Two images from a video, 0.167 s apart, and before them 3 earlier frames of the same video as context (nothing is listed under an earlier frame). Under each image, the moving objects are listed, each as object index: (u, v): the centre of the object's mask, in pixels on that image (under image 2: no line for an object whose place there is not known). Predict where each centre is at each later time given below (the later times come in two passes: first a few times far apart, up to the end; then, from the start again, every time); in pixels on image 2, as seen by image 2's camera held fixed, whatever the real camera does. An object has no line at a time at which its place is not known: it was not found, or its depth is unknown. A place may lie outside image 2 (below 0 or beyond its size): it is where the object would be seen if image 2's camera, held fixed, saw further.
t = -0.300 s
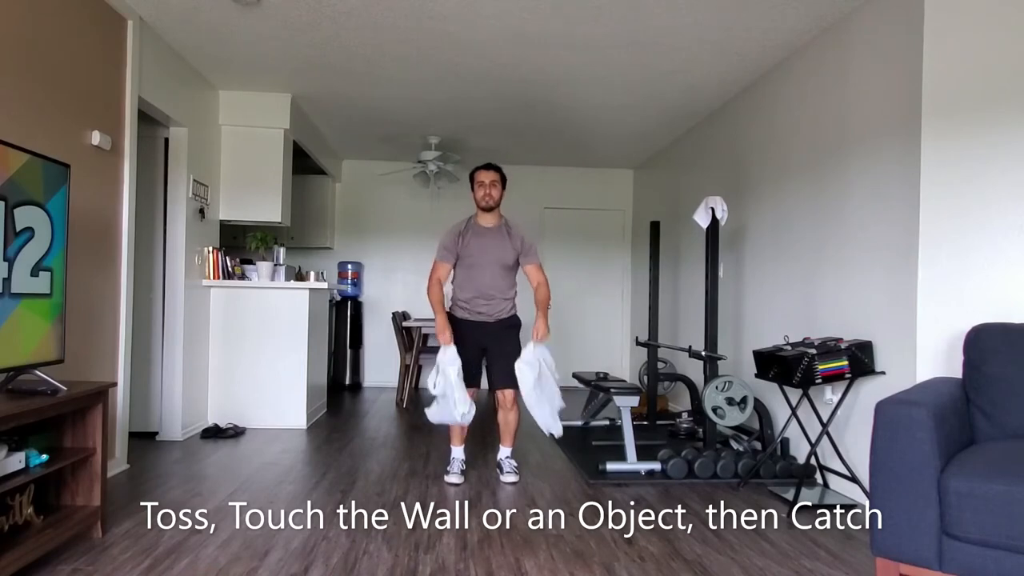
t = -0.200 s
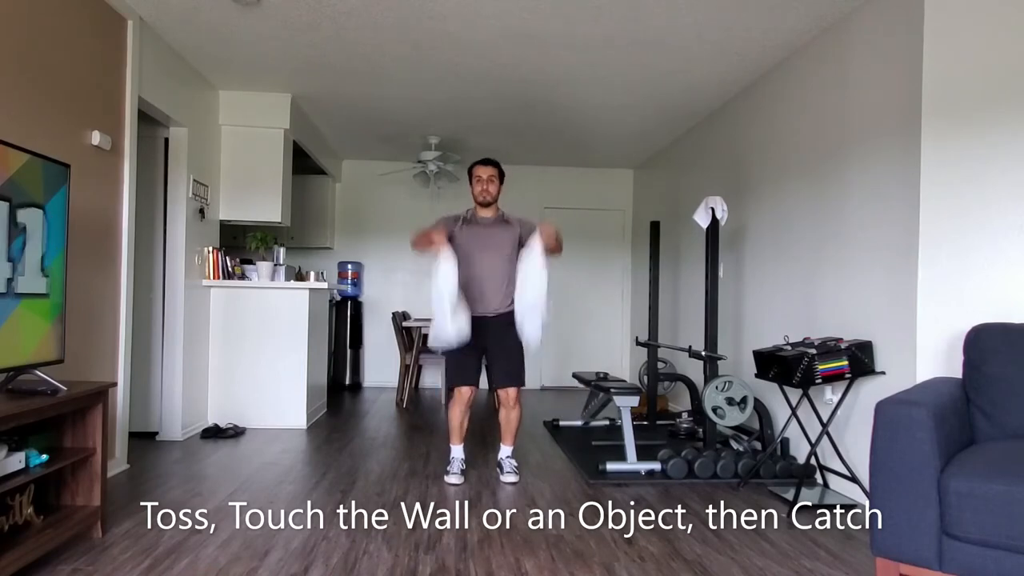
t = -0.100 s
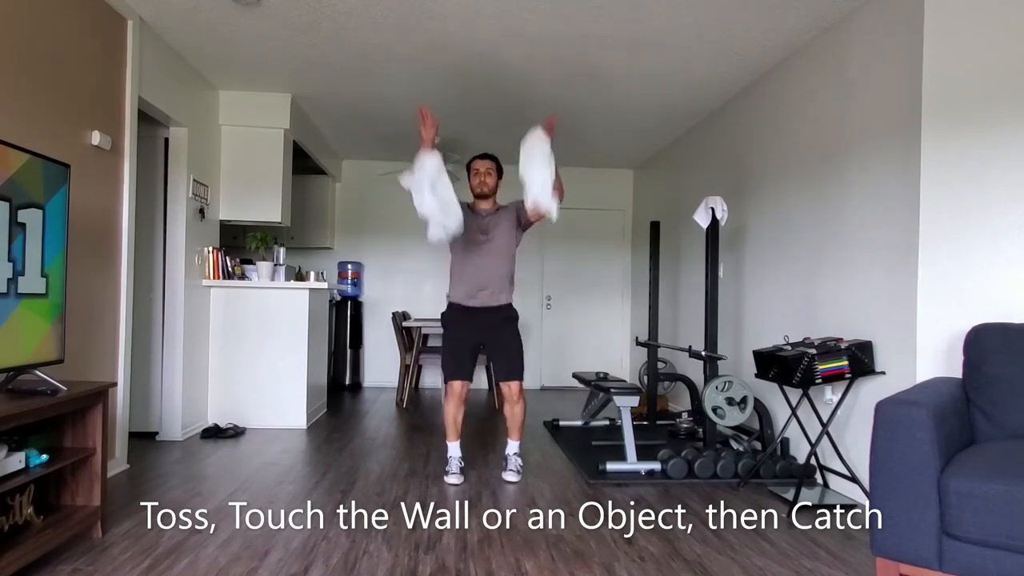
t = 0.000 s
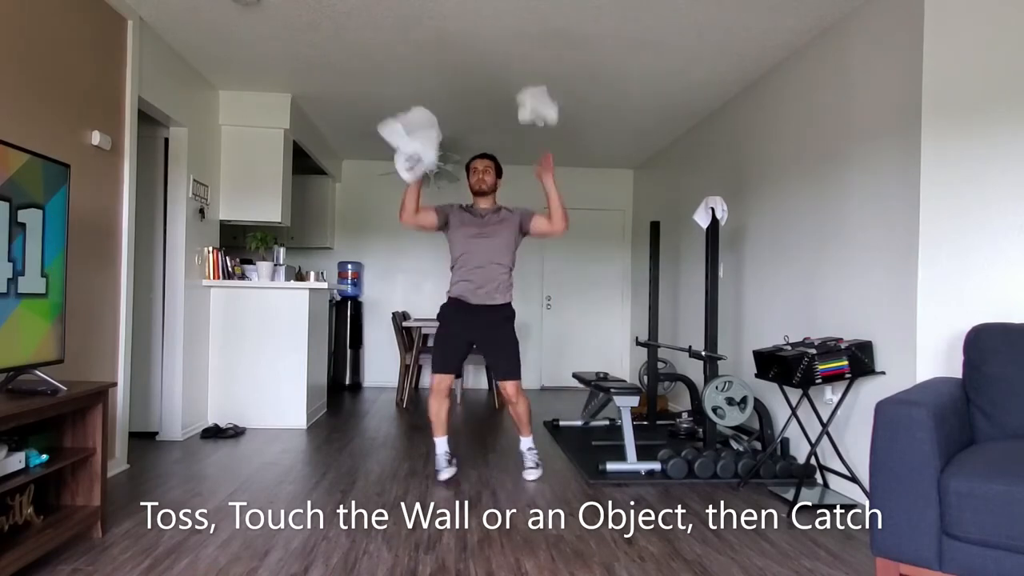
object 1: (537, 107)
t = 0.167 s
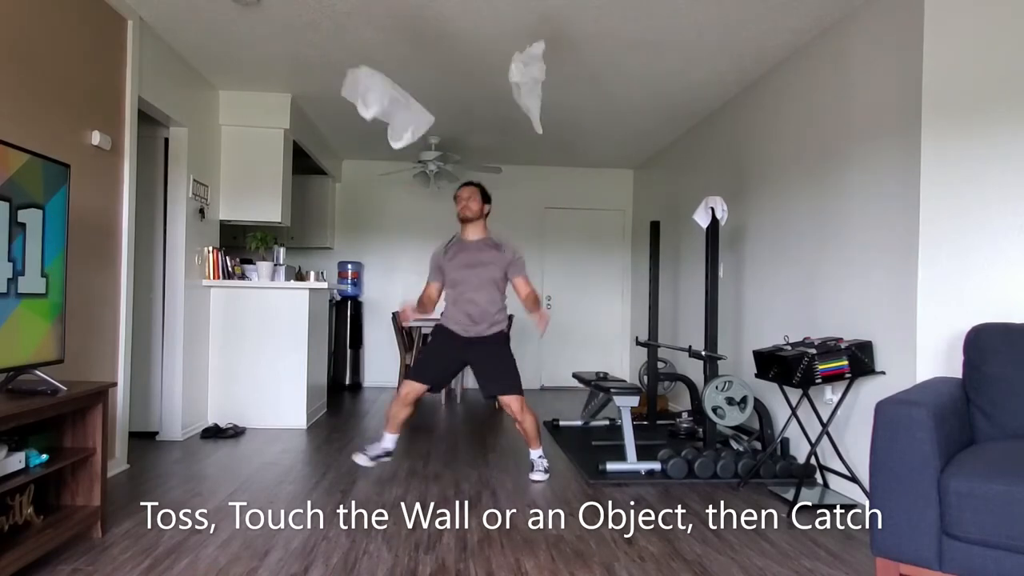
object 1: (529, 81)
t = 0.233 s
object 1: (526, 84)
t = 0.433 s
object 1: (526, 121)
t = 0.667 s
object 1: (539, 193)
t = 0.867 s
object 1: (563, 260)
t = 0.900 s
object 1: (569, 270)
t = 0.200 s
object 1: (527, 82)
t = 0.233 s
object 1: (526, 84)
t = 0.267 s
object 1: (525, 89)
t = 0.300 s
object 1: (525, 93)
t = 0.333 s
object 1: (524, 100)
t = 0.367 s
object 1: (524, 106)
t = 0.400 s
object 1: (525, 113)
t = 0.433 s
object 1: (526, 121)
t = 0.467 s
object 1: (526, 130)
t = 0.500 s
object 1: (528, 139)
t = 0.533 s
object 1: (529, 149)
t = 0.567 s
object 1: (531, 160)
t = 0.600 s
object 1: (533, 171)
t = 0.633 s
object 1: (536, 182)
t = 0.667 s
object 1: (539, 193)
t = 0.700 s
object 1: (542, 205)
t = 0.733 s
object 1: (545, 216)
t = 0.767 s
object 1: (549, 227)
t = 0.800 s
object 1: (554, 238)
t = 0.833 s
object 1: (558, 249)
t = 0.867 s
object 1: (563, 260)
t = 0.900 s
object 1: (569, 270)
